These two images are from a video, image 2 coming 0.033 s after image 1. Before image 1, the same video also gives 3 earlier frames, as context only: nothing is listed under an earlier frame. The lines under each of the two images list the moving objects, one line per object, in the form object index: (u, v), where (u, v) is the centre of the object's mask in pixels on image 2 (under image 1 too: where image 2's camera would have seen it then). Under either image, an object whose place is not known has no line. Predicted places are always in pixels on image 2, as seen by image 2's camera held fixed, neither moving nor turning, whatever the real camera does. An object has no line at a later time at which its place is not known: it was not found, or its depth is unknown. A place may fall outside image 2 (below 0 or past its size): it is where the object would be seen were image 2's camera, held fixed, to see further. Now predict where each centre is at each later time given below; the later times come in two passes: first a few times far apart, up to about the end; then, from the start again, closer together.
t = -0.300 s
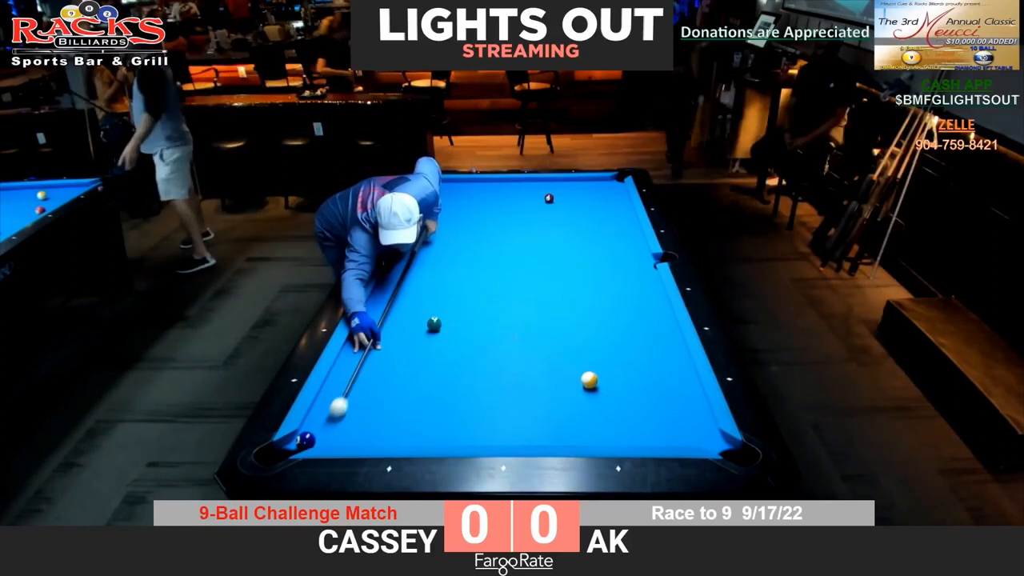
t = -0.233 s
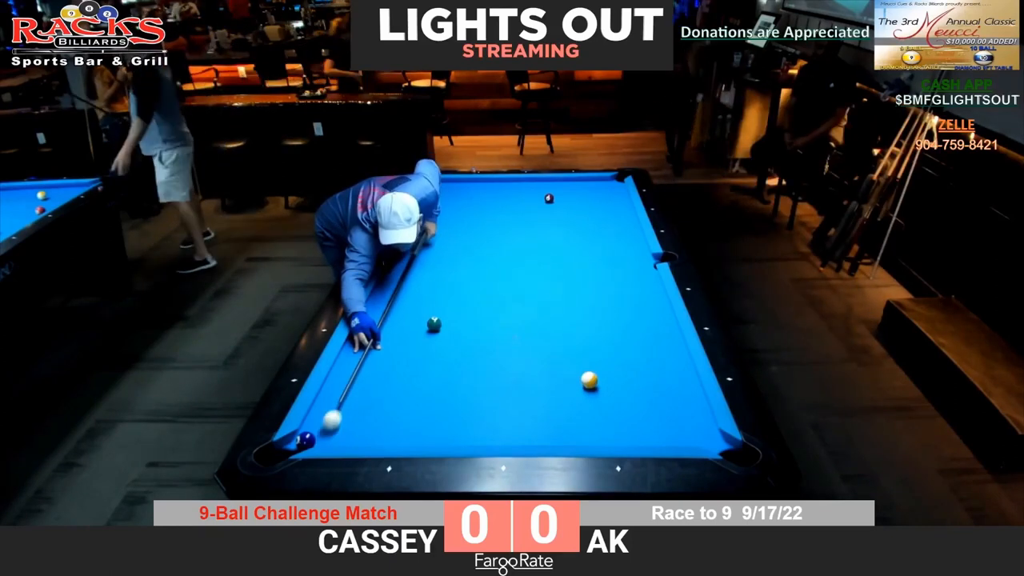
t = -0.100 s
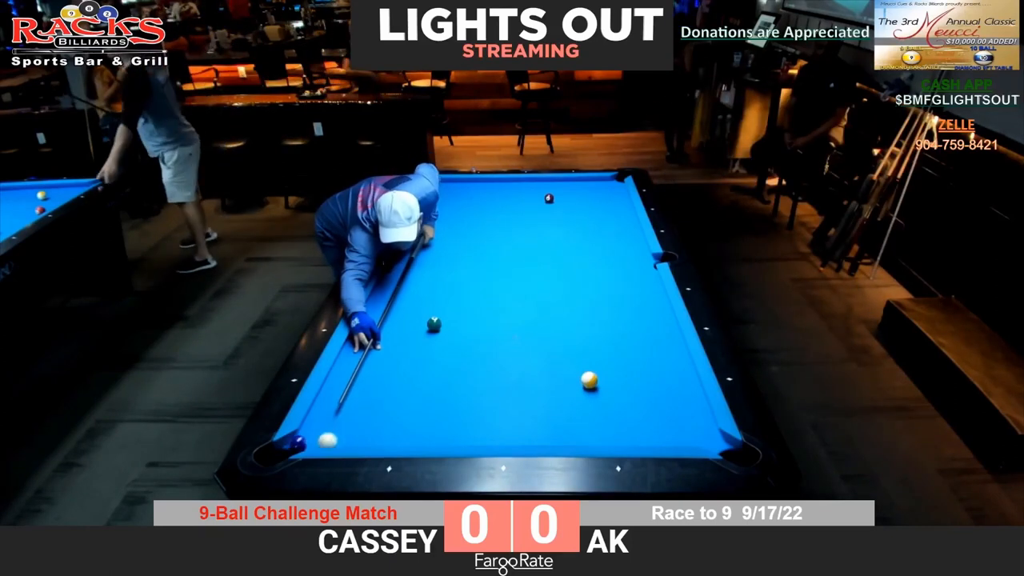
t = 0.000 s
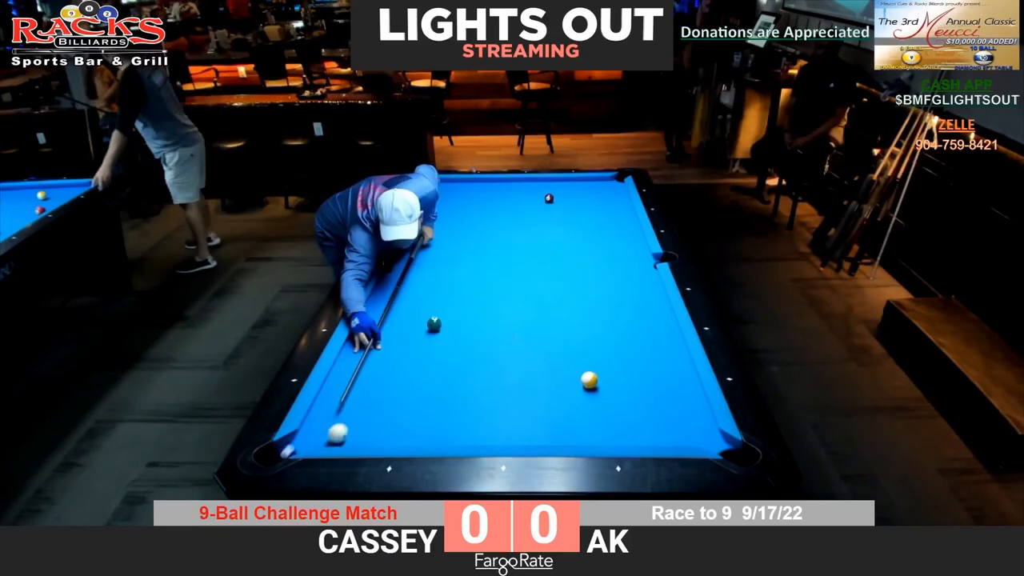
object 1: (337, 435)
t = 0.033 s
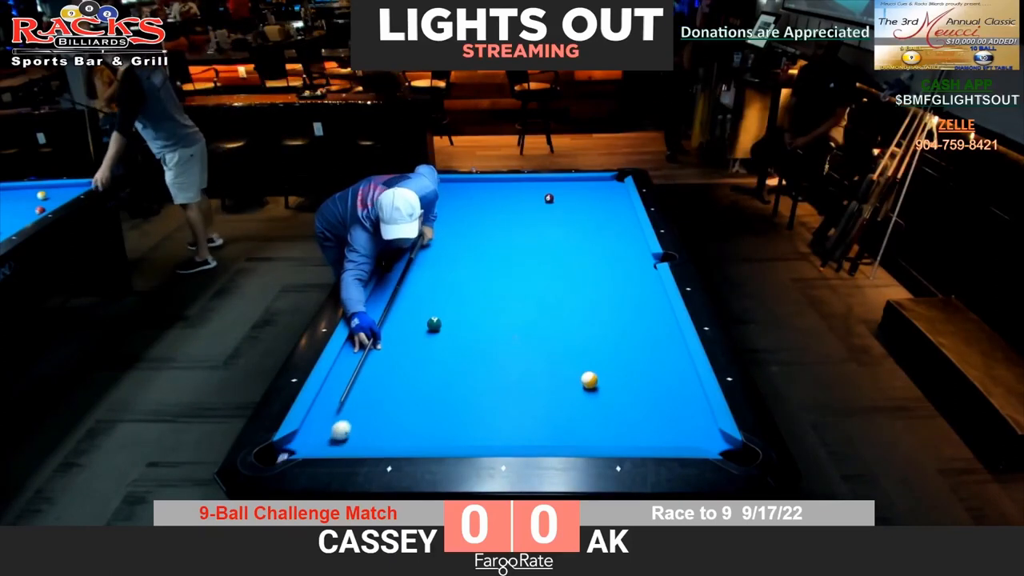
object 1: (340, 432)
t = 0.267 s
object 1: (362, 412)
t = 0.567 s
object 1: (386, 390)
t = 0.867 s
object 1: (406, 372)
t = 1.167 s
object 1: (423, 356)
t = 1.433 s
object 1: (437, 345)
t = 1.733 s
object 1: (450, 333)
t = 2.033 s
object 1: (460, 324)
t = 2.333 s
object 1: (470, 316)
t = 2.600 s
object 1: (478, 310)
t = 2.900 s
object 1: (485, 304)
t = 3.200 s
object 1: (490, 300)
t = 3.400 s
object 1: (494, 297)
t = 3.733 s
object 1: (498, 294)
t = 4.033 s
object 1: (500, 292)
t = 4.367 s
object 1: (501, 291)
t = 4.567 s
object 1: (501, 291)
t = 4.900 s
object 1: (501, 291)
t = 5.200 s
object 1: (501, 291)
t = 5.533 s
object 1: (501, 291)
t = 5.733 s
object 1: (501, 291)
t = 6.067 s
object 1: (501, 291)
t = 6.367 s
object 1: (501, 291)
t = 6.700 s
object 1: (501, 291)
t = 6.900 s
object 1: (501, 291)
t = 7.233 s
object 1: (501, 291)
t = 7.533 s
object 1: (501, 291)
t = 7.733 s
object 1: (501, 291)
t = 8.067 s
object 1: (501, 291)
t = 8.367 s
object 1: (500, 291)
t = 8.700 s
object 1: (500, 291)
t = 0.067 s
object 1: (343, 429)
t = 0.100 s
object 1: (347, 426)
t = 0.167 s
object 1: (353, 420)
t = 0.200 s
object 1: (356, 417)
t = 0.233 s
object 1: (359, 415)
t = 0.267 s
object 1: (362, 412)
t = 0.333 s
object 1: (368, 407)
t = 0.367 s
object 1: (371, 404)
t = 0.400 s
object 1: (373, 402)
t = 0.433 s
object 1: (376, 399)
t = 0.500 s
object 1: (381, 394)
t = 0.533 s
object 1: (383, 393)
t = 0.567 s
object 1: (386, 390)
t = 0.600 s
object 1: (388, 388)
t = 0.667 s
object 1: (393, 383)
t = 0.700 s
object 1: (395, 381)
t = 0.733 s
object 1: (398, 379)
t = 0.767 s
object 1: (400, 377)
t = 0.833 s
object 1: (404, 374)
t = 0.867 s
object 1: (406, 372)
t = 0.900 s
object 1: (408, 370)
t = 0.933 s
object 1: (410, 368)
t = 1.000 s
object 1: (414, 364)
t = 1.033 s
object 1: (416, 363)
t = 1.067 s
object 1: (418, 361)
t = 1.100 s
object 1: (420, 360)
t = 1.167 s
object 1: (423, 356)
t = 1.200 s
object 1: (425, 355)
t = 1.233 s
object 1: (427, 353)
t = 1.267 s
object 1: (428, 352)
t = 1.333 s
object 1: (432, 349)
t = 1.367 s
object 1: (433, 348)
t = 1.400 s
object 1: (435, 346)
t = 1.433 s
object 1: (437, 345)
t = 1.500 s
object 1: (440, 342)
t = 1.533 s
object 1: (441, 341)
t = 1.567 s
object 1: (442, 340)
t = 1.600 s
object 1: (444, 338)
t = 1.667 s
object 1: (447, 336)
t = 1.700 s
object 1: (448, 335)
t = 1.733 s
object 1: (450, 333)
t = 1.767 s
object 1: (451, 332)
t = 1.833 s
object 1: (453, 330)
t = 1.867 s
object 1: (455, 329)
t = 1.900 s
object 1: (456, 328)
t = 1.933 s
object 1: (457, 327)
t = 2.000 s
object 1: (459, 325)
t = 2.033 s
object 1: (460, 324)
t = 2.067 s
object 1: (462, 323)
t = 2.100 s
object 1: (463, 322)
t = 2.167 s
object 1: (465, 320)
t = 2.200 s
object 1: (466, 319)
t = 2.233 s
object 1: (467, 319)
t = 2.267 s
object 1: (468, 318)
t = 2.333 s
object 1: (470, 316)
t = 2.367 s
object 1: (471, 315)
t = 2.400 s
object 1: (472, 314)
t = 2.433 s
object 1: (473, 314)
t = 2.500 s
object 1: (475, 312)
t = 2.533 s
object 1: (476, 311)
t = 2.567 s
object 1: (477, 311)
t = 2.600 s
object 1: (478, 310)
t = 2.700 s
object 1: (480, 308)
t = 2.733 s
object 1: (481, 307)
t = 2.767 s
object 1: (482, 307)
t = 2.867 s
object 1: (484, 305)
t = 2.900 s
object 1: (485, 304)
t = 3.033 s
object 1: (487, 302)
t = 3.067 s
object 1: (488, 302)
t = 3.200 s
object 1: (490, 300)
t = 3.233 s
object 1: (491, 299)
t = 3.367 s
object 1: (493, 298)
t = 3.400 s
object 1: (494, 297)
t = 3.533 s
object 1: (495, 296)
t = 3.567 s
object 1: (496, 296)
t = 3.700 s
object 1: (497, 294)
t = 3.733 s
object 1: (498, 294)
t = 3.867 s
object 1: (499, 293)
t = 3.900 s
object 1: (499, 293)
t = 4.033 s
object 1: (500, 292)
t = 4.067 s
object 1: (500, 292)
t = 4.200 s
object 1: (501, 291)
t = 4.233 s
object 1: (501, 291)
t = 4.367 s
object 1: (501, 291)
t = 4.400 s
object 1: (501, 291)
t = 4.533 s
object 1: (501, 291)
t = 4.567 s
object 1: (501, 291)
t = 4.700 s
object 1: (501, 291)
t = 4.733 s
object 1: (501, 291)
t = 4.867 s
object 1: (501, 291)
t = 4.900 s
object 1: (501, 291)
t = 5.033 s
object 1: (501, 291)
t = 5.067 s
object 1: (501, 291)
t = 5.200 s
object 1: (501, 291)
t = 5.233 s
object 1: (501, 291)
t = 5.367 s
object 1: (501, 291)
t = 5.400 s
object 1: (501, 291)
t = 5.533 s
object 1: (501, 291)
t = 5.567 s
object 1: (501, 291)
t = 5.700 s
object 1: (501, 291)
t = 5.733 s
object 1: (501, 291)
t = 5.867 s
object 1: (501, 291)
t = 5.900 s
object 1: (501, 291)
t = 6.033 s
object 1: (501, 291)
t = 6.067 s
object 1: (501, 291)
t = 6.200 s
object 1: (501, 291)
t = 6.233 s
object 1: (501, 291)
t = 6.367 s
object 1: (501, 291)
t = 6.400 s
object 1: (501, 291)
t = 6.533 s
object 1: (501, 291)
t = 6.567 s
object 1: (501, 291)
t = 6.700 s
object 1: (501, 291)
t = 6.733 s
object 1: (501, 291)
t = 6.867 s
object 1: (501, 291)
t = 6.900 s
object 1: (501, 291)
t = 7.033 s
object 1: (501, 291)
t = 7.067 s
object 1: (501, 291)
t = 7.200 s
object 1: (501, 291)
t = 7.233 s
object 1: (501, 291)
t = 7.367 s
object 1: (501, 291)
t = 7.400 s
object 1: (501, 291)
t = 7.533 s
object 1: (501, 291)
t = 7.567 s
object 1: (501, 291)
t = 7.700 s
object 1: (501, 291)
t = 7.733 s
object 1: (501, 291)
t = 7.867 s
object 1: (501, 291)
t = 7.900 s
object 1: (501, 291)
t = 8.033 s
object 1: (501, 291)
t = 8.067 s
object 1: (501, 291)
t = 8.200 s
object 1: (500, 291)
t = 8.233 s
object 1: (501, 291)
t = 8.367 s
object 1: (500, 291)
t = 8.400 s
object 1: (500, 291)
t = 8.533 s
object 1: (500, 291)
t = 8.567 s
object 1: (500, 291)
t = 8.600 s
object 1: (500, 291)
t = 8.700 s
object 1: (500, 291)
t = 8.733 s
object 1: (500, 291)
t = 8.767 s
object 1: (500, 291)
